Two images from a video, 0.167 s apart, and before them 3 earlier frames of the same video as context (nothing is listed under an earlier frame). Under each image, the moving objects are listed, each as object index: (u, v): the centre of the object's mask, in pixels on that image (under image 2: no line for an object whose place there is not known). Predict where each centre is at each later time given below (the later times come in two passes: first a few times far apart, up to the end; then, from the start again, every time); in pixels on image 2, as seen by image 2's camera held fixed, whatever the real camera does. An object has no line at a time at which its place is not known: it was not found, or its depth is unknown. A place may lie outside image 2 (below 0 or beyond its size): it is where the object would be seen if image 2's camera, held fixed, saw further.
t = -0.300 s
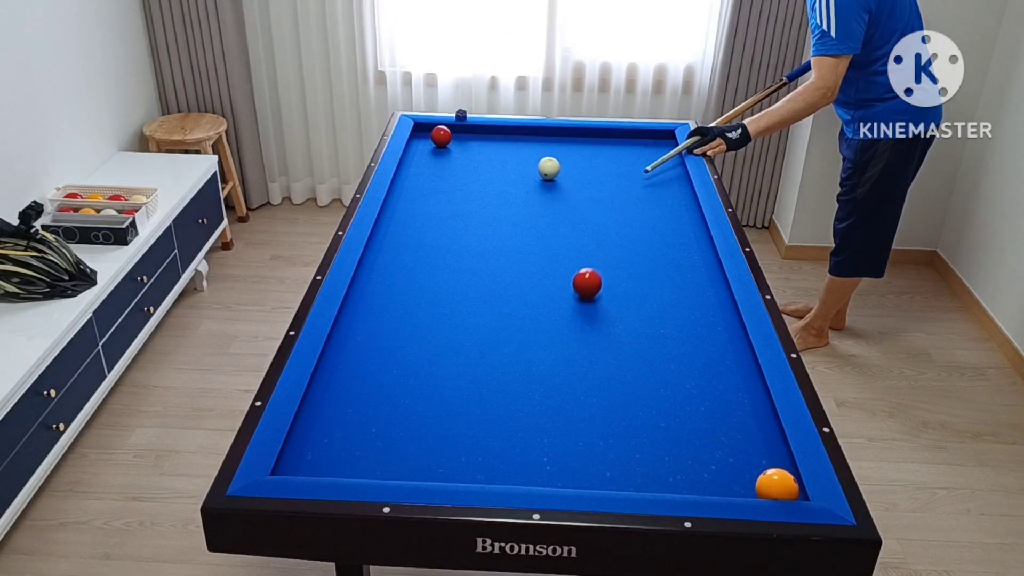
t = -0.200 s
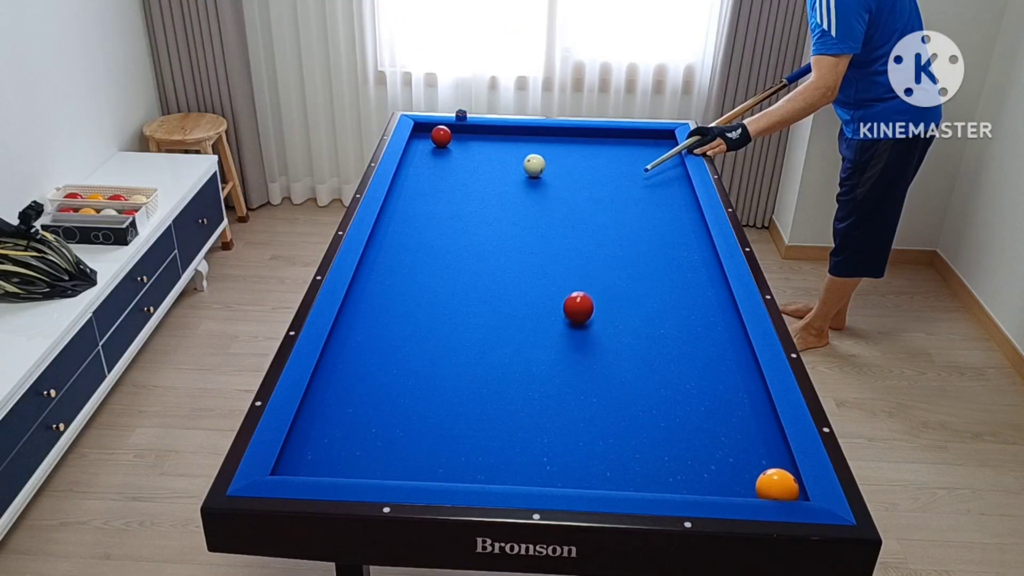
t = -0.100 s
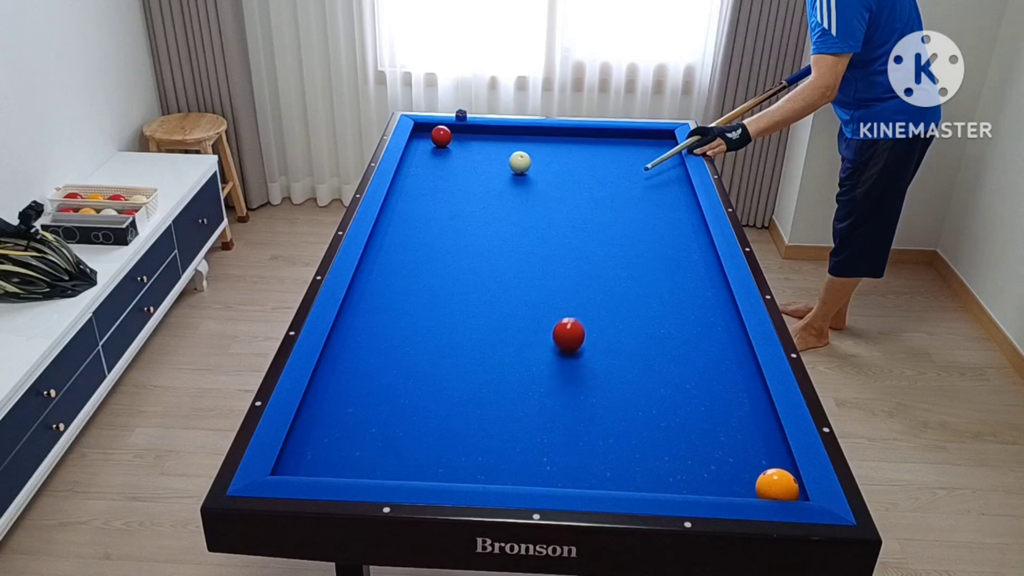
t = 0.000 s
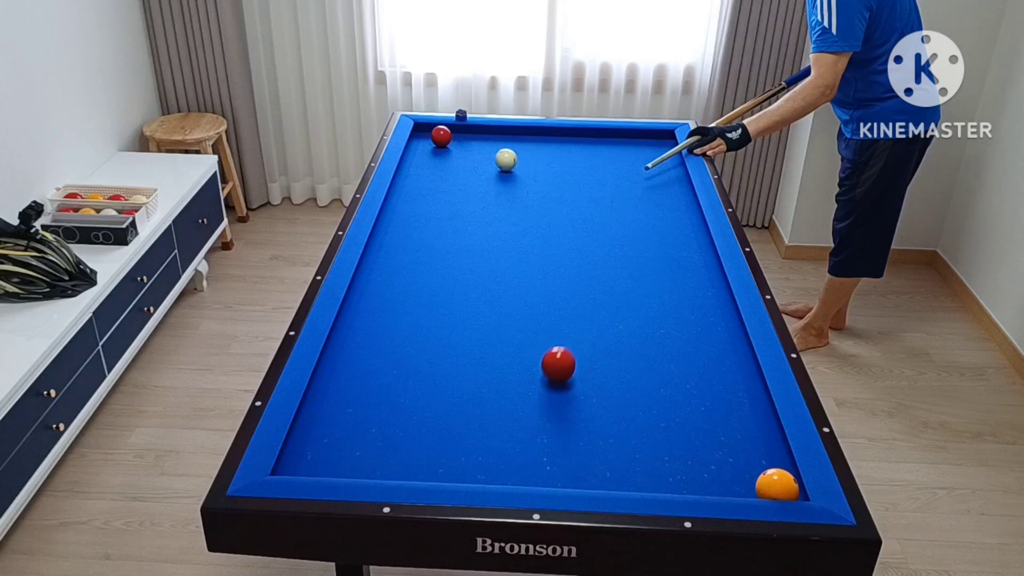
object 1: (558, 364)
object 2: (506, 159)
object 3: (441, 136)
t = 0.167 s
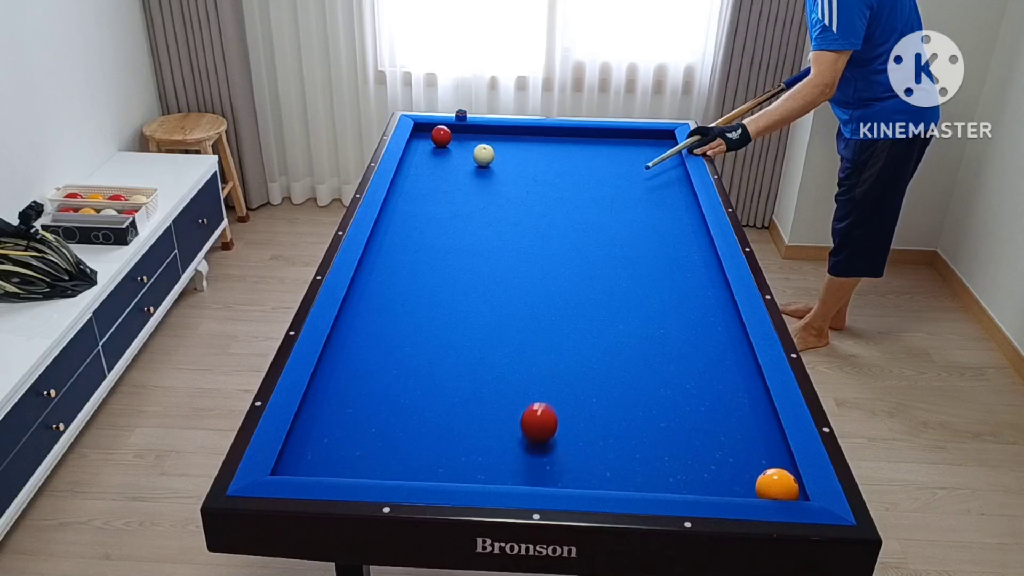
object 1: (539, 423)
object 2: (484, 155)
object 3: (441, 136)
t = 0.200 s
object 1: (534, 436)
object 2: (479, 154)
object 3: (441, 136)
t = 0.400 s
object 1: (514, 449)
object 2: (454, 148)
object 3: (440, 135)
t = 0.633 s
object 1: (502, 401)
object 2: (425, 143)
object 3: (442, 136)
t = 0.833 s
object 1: (493, 367)
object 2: (423, 139)
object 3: (445, 135)
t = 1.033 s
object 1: (485, 336)
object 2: (424, 137)
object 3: (453, 132)
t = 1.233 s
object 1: (479, 309)
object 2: (424, 136)
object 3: (460, 130)
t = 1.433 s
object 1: (473, 286)
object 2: (424, 134)
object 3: (464, 130)
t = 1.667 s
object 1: (468, 261)
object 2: (424, 133)
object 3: (466, 132)
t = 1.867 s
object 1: (464, 242)
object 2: (424, 132)
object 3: (468, 132)
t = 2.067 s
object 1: (461, 226)
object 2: (424, 130)
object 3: (470, 133)
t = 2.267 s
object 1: (457, 210)
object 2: (423, 129)
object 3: (470, 133)
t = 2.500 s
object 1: (454, 193)
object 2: (423, 128)
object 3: (469, 133)
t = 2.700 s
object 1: (452, 180)
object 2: (424, 128)
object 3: (469, 132)
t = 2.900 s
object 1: (449, 167)
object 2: (423, 128)
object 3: (468, 132)
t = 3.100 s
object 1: (445, 155)
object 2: (423, 128)
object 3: (467, 132)
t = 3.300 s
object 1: (443, 144)
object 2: (423, 128)
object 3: (467, 131)
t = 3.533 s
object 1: (439, 133)
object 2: (422, 128)
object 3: (467, 131)
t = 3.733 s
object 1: (447, 130)
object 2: (424, 128)
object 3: (468, 131)
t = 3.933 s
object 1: (449, 130)
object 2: (424, 128)
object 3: (475, 131)
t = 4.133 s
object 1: (449, 131)
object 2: (424, 129)
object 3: (480, 130)
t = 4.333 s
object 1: (449, 133)
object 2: (424, 129)
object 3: (483, 130)
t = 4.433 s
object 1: (449, 133)
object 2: (424, 129)
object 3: (484, 131)
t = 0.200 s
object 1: (534, 436)
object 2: (479, 154)
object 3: (441, 136)
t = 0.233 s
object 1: (530, 450)
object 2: (475, 153)
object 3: (441, 136)
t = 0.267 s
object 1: (525, 464)
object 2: (471, 152)
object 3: (441, 136)
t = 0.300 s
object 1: (521, 472)
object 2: (466, 151)
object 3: (441, 136)
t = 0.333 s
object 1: (518, 465)
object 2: (462, 150)
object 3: (441, 136)
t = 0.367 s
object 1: (516, 457)
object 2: (458, 149)
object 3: (441, 136)
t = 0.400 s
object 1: (514, 449)
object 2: (454, 148)
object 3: (440, 135)
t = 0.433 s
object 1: (512, 442)
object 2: (449, 148)
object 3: (440, 134)
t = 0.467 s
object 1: (510, 434)
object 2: (445, 147)
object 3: (440, 133)
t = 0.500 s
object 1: (509, 428)
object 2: (441, 146)
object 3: (441, 132)
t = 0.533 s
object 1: (507, 421)
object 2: (437, 145)
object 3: (443, 132)
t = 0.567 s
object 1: (505, 413)
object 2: (433, 144)
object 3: (443, 134)
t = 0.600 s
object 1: (503, 407)
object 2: (429, 143)
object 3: (443, 135)
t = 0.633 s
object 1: (502, 401)
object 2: (425, 143)
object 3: (442, 136)
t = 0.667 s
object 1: (500, 395)
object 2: (421, 142)
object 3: (441, 136)
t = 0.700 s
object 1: (498, 389)
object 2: (418, 141)
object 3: (441, 136)
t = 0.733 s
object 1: (497, 383)
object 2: (421, 140)
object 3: (441, 136)
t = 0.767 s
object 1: (496, 377)
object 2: (422, 139)
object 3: (442, 136)
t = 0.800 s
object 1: (494, 372)
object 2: (422, 139)
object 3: (444, 135)
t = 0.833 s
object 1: (493, 367)
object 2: (423, 139)
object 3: (445, 135)
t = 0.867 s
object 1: (491, 361)
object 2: (423, 139)
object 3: (447, 134)
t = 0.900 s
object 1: (490, 356)
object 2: (423, 138)
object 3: (448, 134)
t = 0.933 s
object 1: (489, 351)
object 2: (423, 138)
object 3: (449, 134)
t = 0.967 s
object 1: (487, 346)
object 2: (423, 138)
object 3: (451, 133)
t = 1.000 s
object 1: (486, 341)
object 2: (424, 138)
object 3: (452, 133)
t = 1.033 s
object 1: (485, 336)
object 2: (424, 137)
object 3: (453, 132)
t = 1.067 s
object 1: (484, 332)
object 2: (424, 137)
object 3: (454, 132)
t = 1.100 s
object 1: (483, 327)
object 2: (424, 137)
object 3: (456, 131)
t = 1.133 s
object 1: (482, 322)
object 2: (424, 137)
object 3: (457, 131)
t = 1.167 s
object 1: (481, 318)
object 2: (424, 136)
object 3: (458, 131)
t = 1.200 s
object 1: (480, 314)
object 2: (424, 136)
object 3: (459, 130)
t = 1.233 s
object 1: (479, 309)
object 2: (424, 136)
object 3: (460, 130)
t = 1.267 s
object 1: (478, 305)
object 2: (424, 135)
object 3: (462, 129)
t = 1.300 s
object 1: (477, 301)
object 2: (424, 135)
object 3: (462, 130)
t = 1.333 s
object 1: (476, 297)
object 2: (424, 135)
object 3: (463, 130)
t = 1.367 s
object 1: (475, 294)
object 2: (424, 135)
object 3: (463, 130)
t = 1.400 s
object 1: (474, 290)
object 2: (424, 135)
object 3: (463, 130)
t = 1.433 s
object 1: (473, 286)
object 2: (424, 134)
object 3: (464, 130)
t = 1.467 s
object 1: (472, 282)
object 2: (424, 134)
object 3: (464, 131)
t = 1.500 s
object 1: (472, 279)
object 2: (424, 134)
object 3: (464, 131)
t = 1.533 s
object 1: (471, 275)
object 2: (424, 134)
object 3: (465, 131)
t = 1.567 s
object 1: (470, 271)
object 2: (424, 133)
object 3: (465, 131)
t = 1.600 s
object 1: (469, 268)
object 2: (424, 133)
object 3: (466, 131)
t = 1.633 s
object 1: (469, 264)
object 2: (424, 133)
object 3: (466, 131)
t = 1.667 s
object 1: (468, 261)
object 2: (424, 133)
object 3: (466, 132)
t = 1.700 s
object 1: (467, 258)
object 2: (424, 132)
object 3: (467, 132)
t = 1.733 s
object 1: (467, 255)
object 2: (424, 132)
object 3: (467, 132)
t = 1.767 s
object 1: (466, 252)
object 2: (424, 132)
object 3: (467, 132)
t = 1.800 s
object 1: (465, 248)
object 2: (424, 132)
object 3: (468, 132)
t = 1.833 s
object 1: (465, 245)
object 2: (424, 132)
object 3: (468, 132)
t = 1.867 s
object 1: (464, 242)
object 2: (424, 132)
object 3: (468, 132)
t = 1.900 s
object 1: (463, 239)
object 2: (424, 131)
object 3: (469, 132)
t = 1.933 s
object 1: (463, 236)
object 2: (424, 131)
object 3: (469, 132)
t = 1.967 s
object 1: (462, 233)
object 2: (424, 131)
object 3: (469, 132)
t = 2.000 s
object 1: (462, 231)
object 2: (424, 131)
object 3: (469, 133)
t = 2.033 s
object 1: (461, 228)
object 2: (424, 131)
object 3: (470, 133)
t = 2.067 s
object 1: (461, 226)
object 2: (424, 130)
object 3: (470, 133)
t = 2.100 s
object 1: (460, 222)
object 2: (424, 130)
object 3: (470, 133)
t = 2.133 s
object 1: (459, 220)
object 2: (424, 130)
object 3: (470, 133)
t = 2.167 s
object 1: (459, 217)
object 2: (424, 130)
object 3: (470, 133)
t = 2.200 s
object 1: (458, 215)
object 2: (424, 130)
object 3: (470, 133)
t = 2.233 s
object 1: (458, 212)
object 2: (424, 129)
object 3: (470, 133)
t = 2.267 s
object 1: (457, 210)
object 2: (423, 129)
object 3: (470, 133)
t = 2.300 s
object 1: (457, 207)
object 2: (423, 129)
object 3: (470, 133)
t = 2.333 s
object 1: (456, 205)
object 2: (423, 129)
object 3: (470, 133)
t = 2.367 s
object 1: (456, 202)
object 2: (423, 129)
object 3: (470, 133)
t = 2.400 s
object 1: (456, 200)
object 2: (423, 128)
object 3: (470, 133)
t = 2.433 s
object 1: (455, 197)
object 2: (423, 128)
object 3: (470, 133)
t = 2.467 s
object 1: (455, 195)
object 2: (423, 128)
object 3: (469, 133)
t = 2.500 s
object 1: (454, 193)
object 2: (423, 128)
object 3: (469, 133)
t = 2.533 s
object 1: (454, 190)
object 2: (423, 128)
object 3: (469, 133)
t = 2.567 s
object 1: (453, 188)
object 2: (423, 128)
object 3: (469, 132)
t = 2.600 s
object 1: (453, 186)
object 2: (423, 128)
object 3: (469, 132)
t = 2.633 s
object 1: (452, 184)
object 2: (424, 128)
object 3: (469, 132)
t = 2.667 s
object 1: (452, 182)
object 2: (424, 127)
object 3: (469, 132)
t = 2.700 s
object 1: (452, 180)
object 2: (424, 128)
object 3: (469, 132)
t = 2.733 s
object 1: (451, 178)
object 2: (424, 128)
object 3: (469, 132)
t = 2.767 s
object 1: (451, 175)
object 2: (424, 128)
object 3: (468, 132)
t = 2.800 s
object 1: (450, 173)
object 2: (424, 128)
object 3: (468, 132)
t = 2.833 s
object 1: (450, 171)
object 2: (424, 128)
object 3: (468, 132)
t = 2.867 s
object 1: (449, 169)
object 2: (423, 128)
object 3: (468, 132)
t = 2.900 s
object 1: (449, 167)
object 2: (423, 128)
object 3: (468, 132)
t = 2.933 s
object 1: (448, 164)
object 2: (423, 128)
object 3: (468, 132)
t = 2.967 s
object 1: (447, 162)
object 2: (423, 128)
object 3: (468, 132)
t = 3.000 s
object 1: (447, 160)
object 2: (423, 128)
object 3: (468, 132)
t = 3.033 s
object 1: (447, 158)
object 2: (423, 128)
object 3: (468, 132)
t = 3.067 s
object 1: (446, 156)
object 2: (423, 128)
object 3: (467, 132)
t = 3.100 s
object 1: (445, 155)
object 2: (423, 128)
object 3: (467, 132)
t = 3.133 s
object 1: (445, 153)
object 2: (423, 128)
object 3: (467, 132)
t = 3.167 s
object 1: (445, 151)
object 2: (423, 128)
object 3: (467, 132)
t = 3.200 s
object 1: (444, 149)
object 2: (423, 128)
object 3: (467, 131)
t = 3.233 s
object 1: (444, 148)
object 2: (423, 128)
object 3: (467, 132)
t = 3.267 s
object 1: (443, 146)
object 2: (423, 128)
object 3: (467, 131)
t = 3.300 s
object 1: (443, 144)
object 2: (423, 128)
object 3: (467, 131)
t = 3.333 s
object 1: (442, 143)
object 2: (423, 128)
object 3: (467, 131)
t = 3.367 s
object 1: (442, 141)
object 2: (423, 128)
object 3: (467, 131)
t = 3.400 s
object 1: (441, 140)
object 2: (423, 128)
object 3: (467, 131)
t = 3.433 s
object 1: (441, 138)
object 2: (423, 128)
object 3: (467, 131)
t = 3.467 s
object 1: (440, 136)
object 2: (423, 128)
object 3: (467, 131)
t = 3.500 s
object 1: (440, 135)
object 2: (422, 128)
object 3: (467, 131)
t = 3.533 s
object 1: (439, 133)
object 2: (422, 128)
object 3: (467, 131)
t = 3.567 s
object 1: (440, 133)
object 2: (422, 127)
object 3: (467, 131)
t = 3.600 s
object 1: (441, 132)
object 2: (423, 127)
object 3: (467, 131)
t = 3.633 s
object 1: (443, 131)
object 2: (424, 128)
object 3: (467, 131)
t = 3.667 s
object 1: (445, 130)
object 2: (424, 128)
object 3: (467, 131)
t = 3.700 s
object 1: (447, 130)
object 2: (424, 128)
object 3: (468, 131)
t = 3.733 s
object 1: (447, 130)
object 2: (424, 128)
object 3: (468, 131)
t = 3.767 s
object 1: (448, 129)
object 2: (424, 128)
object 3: (469, 131)
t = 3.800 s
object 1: (448, 129)
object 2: (424, 128)
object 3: (471, 131)
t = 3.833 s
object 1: (448, 129)
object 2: (424, 128)
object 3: (472, 131)
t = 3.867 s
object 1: (448, 130)
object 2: (424, 128)
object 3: (473, 131)
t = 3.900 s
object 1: (449, 130)
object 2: (424, 128)
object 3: (474, 131)
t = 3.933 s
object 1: (449, 130)
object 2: (424, 128)
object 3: (475, 131)
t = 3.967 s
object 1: (449, 131)
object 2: (424, 128)
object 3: (476, 131)
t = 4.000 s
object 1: (449, 131)
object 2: (424, 128)
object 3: (476, 131)
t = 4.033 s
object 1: (449, 131)
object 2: (424, 128)
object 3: (477, 131)
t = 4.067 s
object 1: (449, 131)
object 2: (424, 129)
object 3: (478, 131)
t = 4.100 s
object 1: (449, 131)
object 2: (424, 129)
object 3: (479, 131)
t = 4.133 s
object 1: (449, 131)
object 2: (424, 129)
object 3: (480, 130)
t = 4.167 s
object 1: (449, 132)
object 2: (424, 129)
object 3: (480, 130)
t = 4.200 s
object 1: (449, 132)
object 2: (424, 129)
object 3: (481, 130)
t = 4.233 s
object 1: (449, 132)
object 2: (424, 129)
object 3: (482, 130)
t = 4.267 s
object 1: (449, 133)
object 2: (424, 129)
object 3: (482, 130)
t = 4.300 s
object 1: (449, 133)
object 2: (424, 129)
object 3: (483, 130)
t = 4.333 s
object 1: (449, 133)
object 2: (424, 129)
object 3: (483, 130)
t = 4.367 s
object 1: (449, 133)
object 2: (424, 128)
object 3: (484, 130)
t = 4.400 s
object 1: (449, 133)
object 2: (424, 128)
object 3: (484, 130)
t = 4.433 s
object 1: (449, 133)
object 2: (424, 129)
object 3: (484, 131)
